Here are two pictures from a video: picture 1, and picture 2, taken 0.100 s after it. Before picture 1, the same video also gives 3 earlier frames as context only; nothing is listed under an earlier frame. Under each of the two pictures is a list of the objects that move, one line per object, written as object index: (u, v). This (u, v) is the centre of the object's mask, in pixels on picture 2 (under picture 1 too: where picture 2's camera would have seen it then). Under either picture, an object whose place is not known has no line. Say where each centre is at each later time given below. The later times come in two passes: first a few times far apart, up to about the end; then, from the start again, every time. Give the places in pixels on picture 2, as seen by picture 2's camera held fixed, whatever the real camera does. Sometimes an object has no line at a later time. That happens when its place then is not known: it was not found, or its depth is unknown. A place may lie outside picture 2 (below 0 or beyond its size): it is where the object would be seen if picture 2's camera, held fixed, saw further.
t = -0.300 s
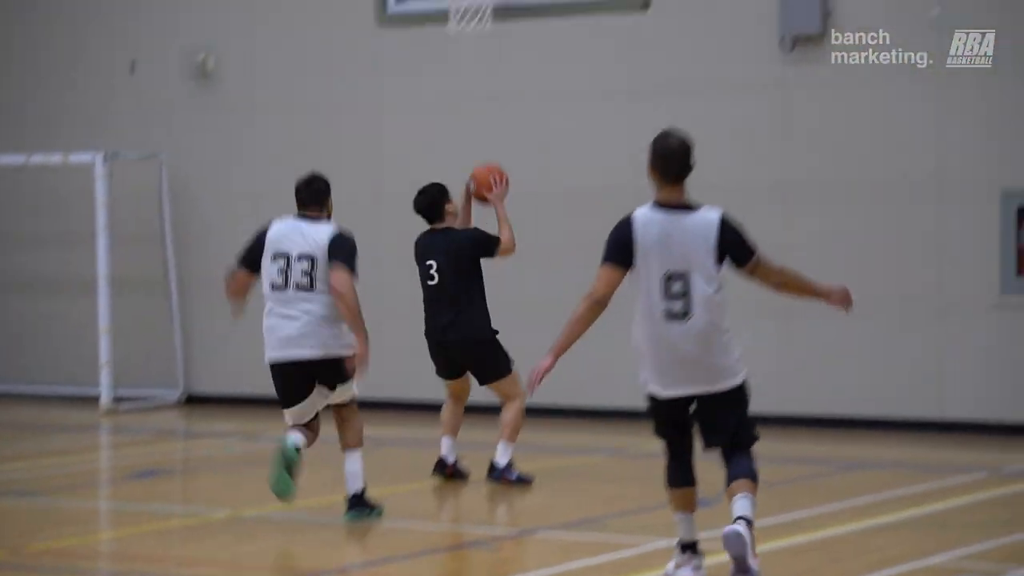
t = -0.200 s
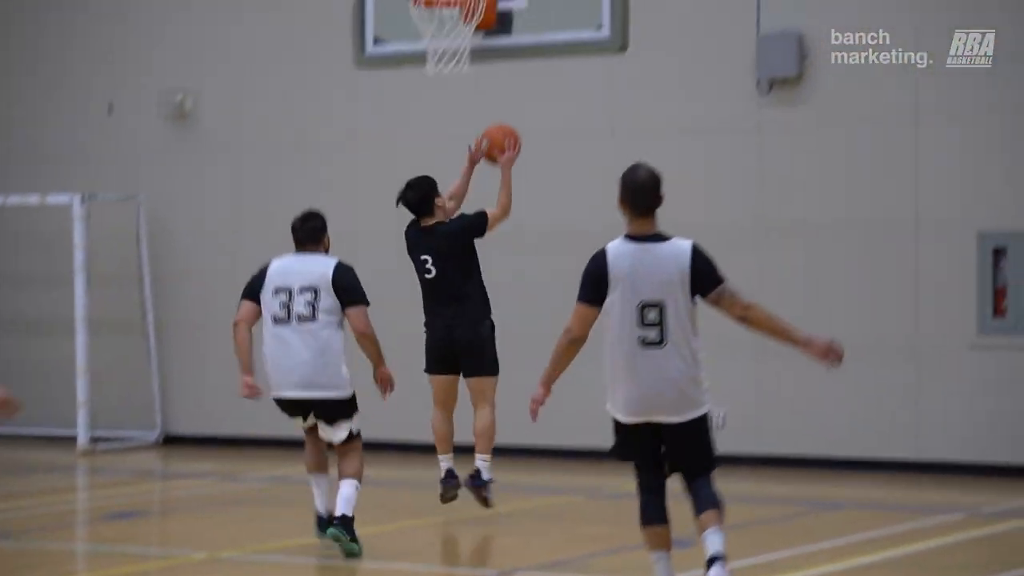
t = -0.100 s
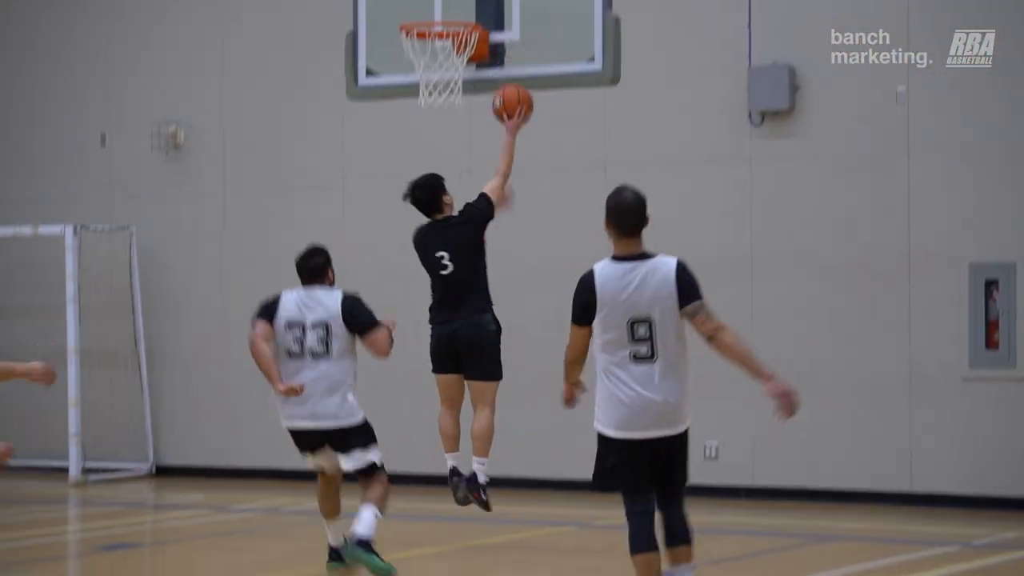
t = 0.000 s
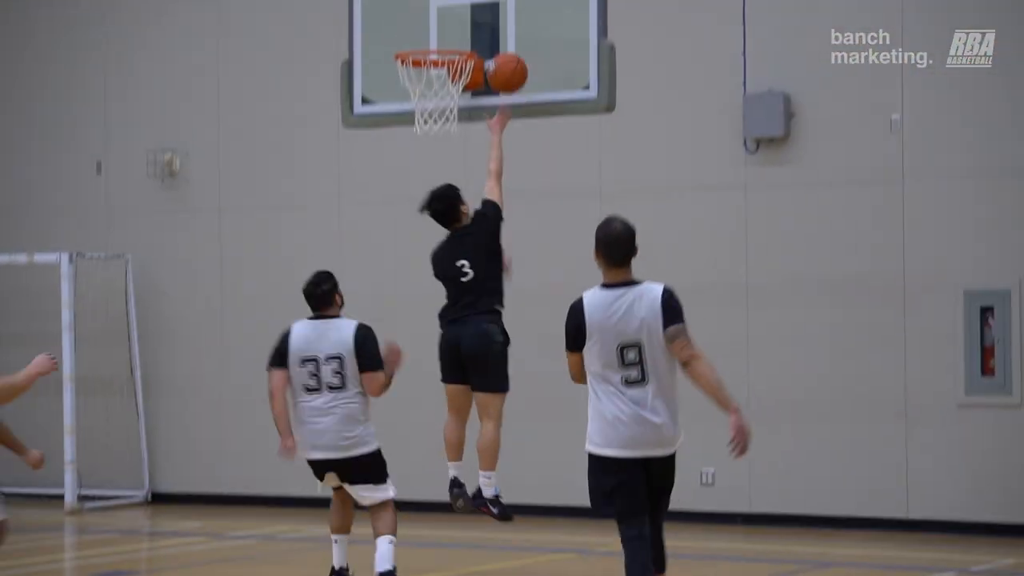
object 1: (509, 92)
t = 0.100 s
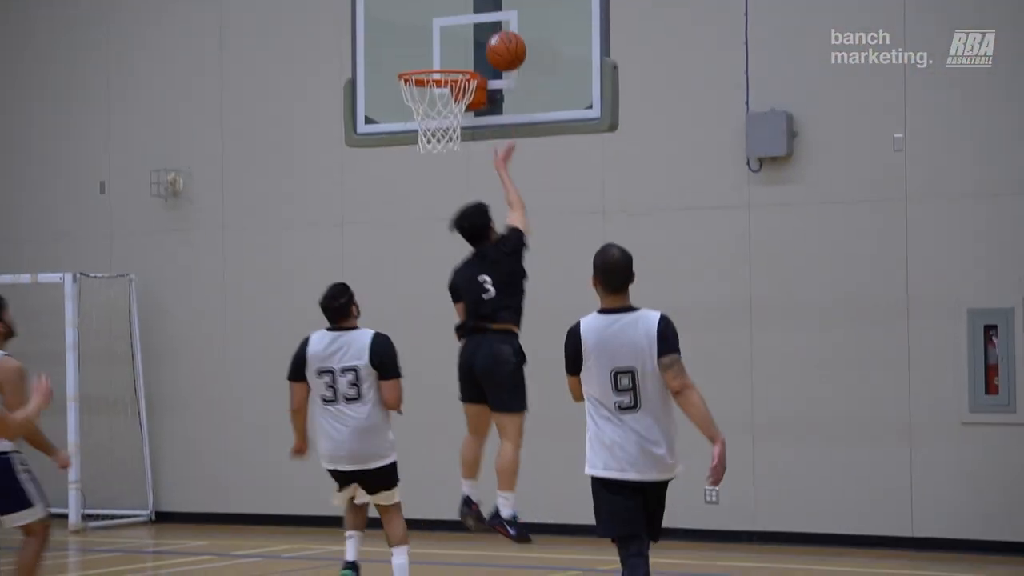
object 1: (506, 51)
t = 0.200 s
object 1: (495, 28)
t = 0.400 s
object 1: (450, 44)
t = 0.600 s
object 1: (440, 120)
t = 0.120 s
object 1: (505, 45)
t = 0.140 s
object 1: (505, 39)
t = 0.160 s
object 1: (504, 35)
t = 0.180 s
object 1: (500, 31)
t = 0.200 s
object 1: (495, 28)
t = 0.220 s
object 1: (491, 27)
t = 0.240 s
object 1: (486, 26)
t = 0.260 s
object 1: (482, 26)
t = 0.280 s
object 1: (477, 26)
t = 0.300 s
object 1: (472, 28)
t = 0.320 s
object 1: (468, 30)
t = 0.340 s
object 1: (463, 34)
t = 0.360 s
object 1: (459, 36)
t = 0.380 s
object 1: (454, 40)
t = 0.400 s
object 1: (450, 44)
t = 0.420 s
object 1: (445, 48)
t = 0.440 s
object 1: (441, 53)
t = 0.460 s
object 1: (436, 56)
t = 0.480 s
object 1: (432, 60)
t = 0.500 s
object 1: (428, 75)
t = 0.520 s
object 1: (429, 87)
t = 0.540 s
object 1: (432, 91)
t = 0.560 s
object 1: (434, 99)
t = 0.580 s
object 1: (437, 110)
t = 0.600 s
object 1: (440, 120)
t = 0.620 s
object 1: (443, 129)
